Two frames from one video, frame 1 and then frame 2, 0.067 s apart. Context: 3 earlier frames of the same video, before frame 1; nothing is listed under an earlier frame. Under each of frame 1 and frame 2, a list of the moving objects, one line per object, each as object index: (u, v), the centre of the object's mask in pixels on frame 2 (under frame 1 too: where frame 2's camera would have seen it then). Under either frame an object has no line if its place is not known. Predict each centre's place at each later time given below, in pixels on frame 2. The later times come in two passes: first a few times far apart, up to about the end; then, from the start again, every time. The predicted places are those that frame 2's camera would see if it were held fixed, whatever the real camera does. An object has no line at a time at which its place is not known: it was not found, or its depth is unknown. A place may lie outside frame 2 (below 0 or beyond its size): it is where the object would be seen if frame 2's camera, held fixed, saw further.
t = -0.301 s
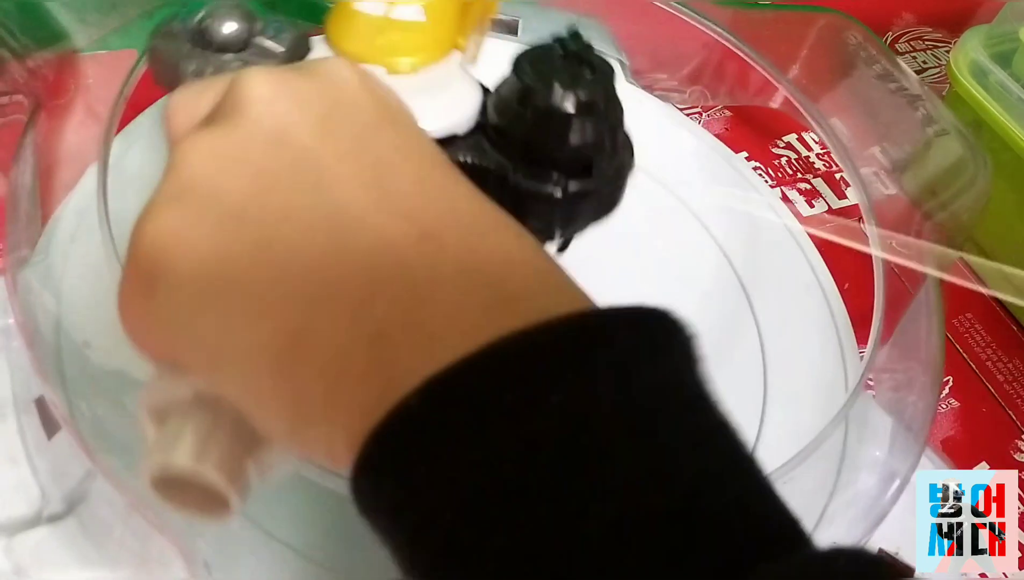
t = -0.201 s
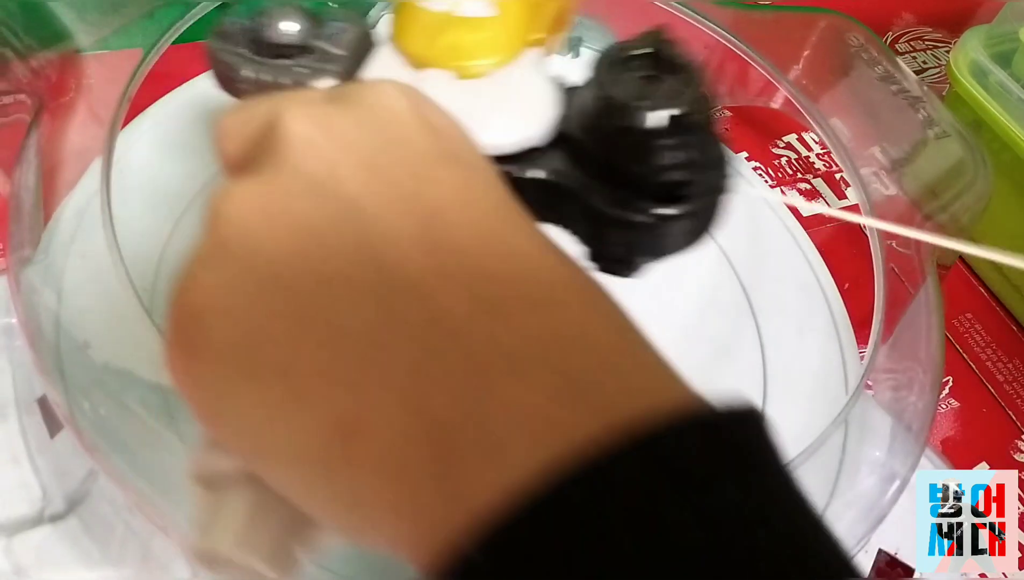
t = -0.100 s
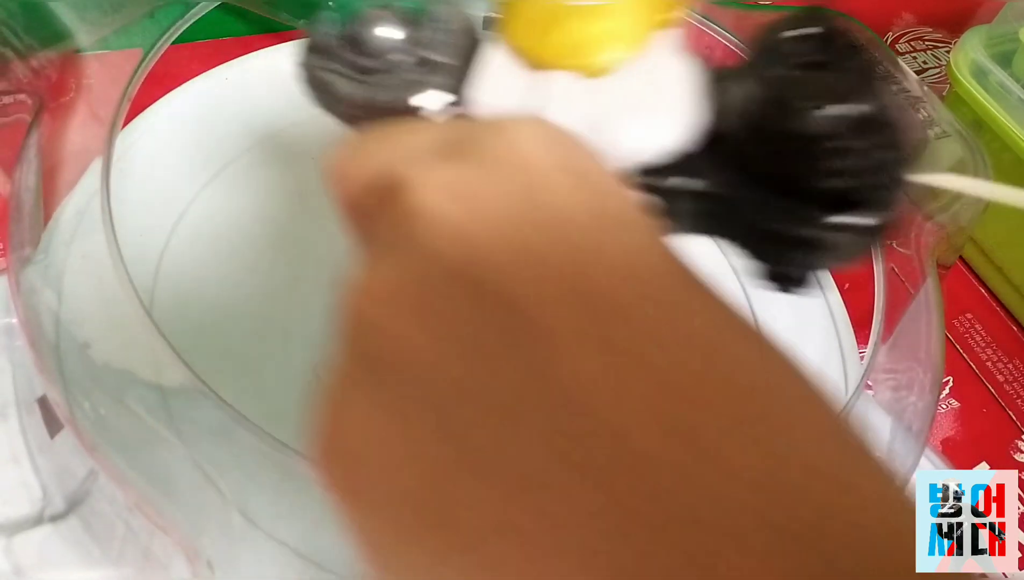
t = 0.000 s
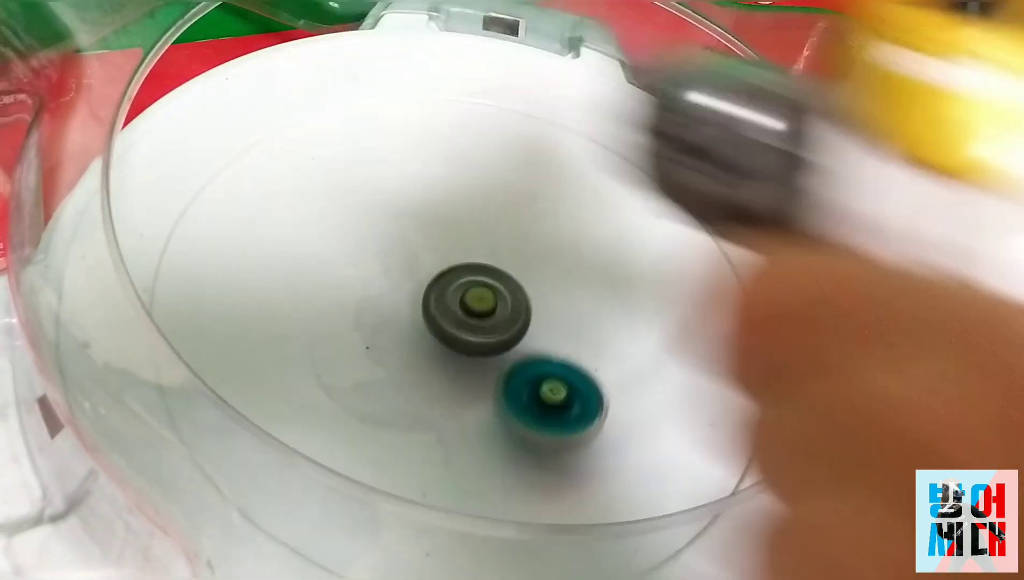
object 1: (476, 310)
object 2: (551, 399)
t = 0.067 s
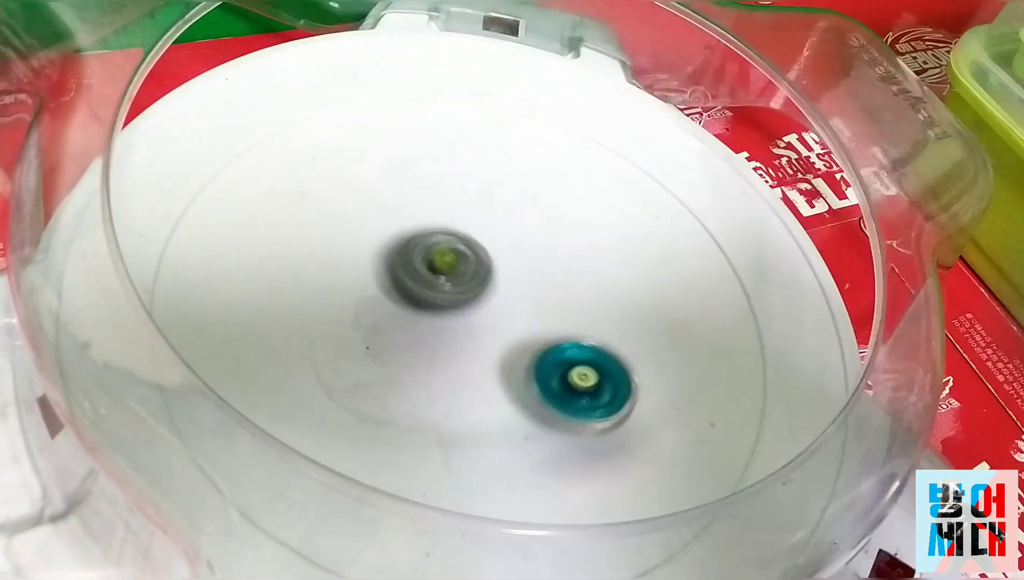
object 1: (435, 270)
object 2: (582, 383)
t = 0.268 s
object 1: (356, 236)
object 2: (461, 298)
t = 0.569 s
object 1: (217, 231)
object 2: (725, 411)
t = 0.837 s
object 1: (296, 321)
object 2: (411, 175)
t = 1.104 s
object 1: (452, 331)
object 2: (341, 534)
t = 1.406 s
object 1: (531, 261)
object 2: (687, 288)
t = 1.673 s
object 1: (342, 189)
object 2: (510, 106)
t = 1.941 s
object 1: (335, 468)
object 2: (257, 238)
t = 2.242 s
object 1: (554, 541)
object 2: (640, 396)
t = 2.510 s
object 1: (645, 456)
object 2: (589, 130)
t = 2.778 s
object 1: (604, 350)
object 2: (306, 241)
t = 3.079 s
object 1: (485, 269)
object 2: (636, 477)
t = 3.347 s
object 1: (385, 235)
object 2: (685, 220)
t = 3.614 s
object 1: (301, 278)
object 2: (373, 186)
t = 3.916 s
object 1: (351, 515)
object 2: (416, 339)
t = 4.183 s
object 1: (520, 540)
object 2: (504, 138)
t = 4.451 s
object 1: (583, 425)
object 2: (275, 206)
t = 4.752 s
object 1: (569, 289)
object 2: (606, 438)
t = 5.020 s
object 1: (507, 202)
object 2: (717, 224)
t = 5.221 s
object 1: (278, 167)
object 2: (606, 141)
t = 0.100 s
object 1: (417, 250)
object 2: (587, 370)
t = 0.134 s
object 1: (403, 237)
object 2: (579, 351)
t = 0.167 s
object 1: (391, 231)
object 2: (560, 329)
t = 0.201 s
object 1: (379, 230)
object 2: (534, 311)
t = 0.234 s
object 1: (368, 232)
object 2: (500, 301)
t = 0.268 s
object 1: (356, 236)
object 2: (461, 298)
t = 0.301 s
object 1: (332, 227)
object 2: (438, 318)
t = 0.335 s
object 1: (301, 209)
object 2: (438, 361)
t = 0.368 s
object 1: (276, 197)
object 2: (455, 406)
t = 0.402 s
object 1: (259, 194)
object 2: (490, 446)
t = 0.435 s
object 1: (246, 196)
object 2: (542, 474)
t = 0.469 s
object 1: (235, 202)
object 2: (600, 482)
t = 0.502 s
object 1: (226, 210)
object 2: (657, 473)
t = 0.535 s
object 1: (220, 220)
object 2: (700, 449)
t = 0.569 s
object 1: (217, 231)
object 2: (725, 411)
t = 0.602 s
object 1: (217, 243)
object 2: (730, 366)
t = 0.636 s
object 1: (220, 256)
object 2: (714, 320)
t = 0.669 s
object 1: (225, 269)
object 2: (684, 275)
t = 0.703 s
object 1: (234, 282)
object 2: (641, 235)
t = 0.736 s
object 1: (246, 294)
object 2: (590, 204)
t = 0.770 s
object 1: (260, 305)
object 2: (533, 182)
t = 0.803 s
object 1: (276, 314)
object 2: (473, 172)
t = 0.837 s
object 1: (296, 321)
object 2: (411, 175)
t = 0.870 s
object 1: (316, 328)
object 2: (349, 191)
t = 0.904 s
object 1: (336, 332)
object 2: (292, 219)
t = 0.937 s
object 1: (357, 337)
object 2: (245, 260)
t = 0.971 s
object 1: (378, 339)
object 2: (217, 313)
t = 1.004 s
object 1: (399, 339)
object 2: (210, 365)
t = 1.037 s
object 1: (417, 337)
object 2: (221, 429)
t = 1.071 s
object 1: (435, 334)
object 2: (261, 492)
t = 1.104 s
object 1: (452, 331)
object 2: (341, 534)
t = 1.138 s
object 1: (464, 326)
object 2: (437, 554)
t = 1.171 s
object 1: (479, 321)
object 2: (529, 560)
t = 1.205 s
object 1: (492, 315)
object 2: (602, 544)
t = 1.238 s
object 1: (505, 309)
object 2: (658, 515)
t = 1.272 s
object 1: (518, 302)
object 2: (686, 471)
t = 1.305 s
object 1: (529, 295)
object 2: (704, 429)
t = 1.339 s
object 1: (540, 288)
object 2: (701, 378)
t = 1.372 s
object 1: (550, 281)
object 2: (683, 326)
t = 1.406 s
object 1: (531, 261)
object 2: (687, 288)
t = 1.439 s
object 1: (486, 231)
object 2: (712, 262)
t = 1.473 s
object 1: (447, 206)
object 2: (720, 236)
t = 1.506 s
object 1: (416, 185)
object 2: (713, 209)
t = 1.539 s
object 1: (390, 173)
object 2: (690, 180)
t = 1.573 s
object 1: (370, 168)
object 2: (656, 152)
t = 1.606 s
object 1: (356, 171)
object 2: (612, 128)
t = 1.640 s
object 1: (348, 179)
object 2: (563, 113)
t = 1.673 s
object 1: (342, 189)
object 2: (510, 106)
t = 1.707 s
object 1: (338, 201)
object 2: (454, 109)
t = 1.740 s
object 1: (335, 214)
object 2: (399, 122)
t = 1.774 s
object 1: (325, 244)
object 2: (360, 135)
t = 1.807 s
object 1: (307, 301)
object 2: (339, 128)
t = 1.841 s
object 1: (300, 353)
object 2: (315, 136)
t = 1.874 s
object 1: (305, 395)
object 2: (290, 158)
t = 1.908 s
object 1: (317, 434)
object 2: (267, 196)
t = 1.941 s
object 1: (335, 468)
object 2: (257, 238)
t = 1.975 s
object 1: (358, 482)
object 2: (263, 287)
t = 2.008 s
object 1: (383, 510)
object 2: (285, 336)
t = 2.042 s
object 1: (409, 521)
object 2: (328, 378)
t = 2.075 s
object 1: (433, 526)
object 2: (378, 410)
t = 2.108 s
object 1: (463, 533)
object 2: (435, 430)
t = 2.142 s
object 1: (488, 536)
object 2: (494, 437)
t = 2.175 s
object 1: (512, 540)
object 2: (551, 436)
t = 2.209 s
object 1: (534, 541)
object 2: (600, 420)
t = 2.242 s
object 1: (554, 541)
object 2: (640, 396)
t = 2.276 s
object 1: (575, 524)
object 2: (672, 367)
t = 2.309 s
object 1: (591, 524)
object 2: (691, 331)
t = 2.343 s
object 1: (607, 518)
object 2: (700, 294)
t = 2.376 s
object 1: (619, 506)
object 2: (698, 256)
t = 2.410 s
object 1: (624, 485)
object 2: (685, 221)
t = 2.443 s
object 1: (633, 478)
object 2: (662, 186)
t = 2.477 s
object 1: (641, 469)
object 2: (629, 154)
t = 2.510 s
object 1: (645, 456)
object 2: (589, 130)
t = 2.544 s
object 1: (646, 442)
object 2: (547, 114)
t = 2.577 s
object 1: (645, 428)
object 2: (504, 106)
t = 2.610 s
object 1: (643, 414)
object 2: (458, 108)
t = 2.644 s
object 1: (638, 400)
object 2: (415, 118)
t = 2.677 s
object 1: (631, 387)
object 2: (377, 137)
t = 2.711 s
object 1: (623, 374)
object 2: (344, 165)
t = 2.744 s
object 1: (614, 362)
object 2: (320, 202)
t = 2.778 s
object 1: (604, 350)
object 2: (306, 241)
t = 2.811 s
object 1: (592, 338)
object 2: (303, 285)
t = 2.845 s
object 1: (581, 328)
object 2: (315, 332)
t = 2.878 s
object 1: (560, 317)
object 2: (340, 377)
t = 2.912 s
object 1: (547, 308)
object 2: (374, 416)
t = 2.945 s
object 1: (535, 299)
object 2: (419, 448)
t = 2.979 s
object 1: (523, 291)
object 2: (472, 470)
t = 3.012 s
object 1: (510, 283)
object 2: (527, 481)
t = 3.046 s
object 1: (498, 276)
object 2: (582, 484)
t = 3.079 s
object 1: (485, 269)
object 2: (636, 477)
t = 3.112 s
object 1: (472, 262)
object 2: (681, 461)
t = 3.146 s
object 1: (459, 256)
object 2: (717, 434)
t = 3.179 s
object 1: (445, 251)
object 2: (740, 399)
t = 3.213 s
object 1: (432, 247)
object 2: (750, 362)
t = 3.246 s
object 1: (420, 243)
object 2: (749, 324)
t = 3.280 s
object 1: (408, 239)
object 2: (737, 287)
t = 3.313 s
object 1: (396, 237)
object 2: (715, 251)
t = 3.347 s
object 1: (385, 235)
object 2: (685, 220)
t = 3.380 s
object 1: (374, 235)
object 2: (648, 195)
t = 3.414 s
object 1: (364, 235)
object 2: (607, 177)
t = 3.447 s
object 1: (354, 237)
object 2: (564, 165)
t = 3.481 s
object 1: (346, 239)
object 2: (518, 160)
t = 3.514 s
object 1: (339, 242)
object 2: (474, 161)
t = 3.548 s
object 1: (332, 246)
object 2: (429, 169)
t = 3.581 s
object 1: (324, 253)
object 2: (391, 183)
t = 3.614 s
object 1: (301, 278)
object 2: (373, 186)
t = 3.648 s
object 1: (289, 299)
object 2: (350, 200)
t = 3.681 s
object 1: (285, 318)
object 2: (327, 220)
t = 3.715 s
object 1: (283, 344)
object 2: (307, 242)
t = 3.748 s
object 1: (285, 379)
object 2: (299, 258)
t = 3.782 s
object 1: (295, 402)
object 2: (297, 279)
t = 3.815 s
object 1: (305, 424)
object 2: (305, 308)
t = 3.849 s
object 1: (319, 441)
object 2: (330, 338)
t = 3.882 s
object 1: (329, 488)
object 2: (371, 345)
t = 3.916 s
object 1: (351, 515)
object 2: (416, 339)
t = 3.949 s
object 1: (371, 530)
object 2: (455, 325)
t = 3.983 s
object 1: (389, 546)
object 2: (490, 305)
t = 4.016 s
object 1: (412, 550)
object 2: (514, 280)
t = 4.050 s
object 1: (438, 543)
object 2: (530, 252)
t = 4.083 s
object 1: (461, 544)
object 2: (536, 223)
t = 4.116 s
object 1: (481, 542)
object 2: (534, 193)
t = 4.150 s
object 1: (502, 539)
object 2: (522, 165)
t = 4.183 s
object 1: (520, 540)
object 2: (504, 138)
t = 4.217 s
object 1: (536, 523)
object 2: (478, 115)
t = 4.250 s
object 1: (549, 507)
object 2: (447, 97)
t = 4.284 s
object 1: (558, 486)
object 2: (410, 88)
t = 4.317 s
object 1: (568, 479)
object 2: (372, 89)
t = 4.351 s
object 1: (576, 467)
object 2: (334, 102)
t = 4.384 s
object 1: (580, 453)
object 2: (304, 127)
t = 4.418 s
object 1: (582, 439)
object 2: (283, 163)
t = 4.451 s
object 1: (583, 425)
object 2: (275, 206)
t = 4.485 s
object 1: (582, 412)
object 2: (284, 254)
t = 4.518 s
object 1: (579, 399)
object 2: (309, 302)
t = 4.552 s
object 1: (575, 387)
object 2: (344, 342)
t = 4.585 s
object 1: (570, 375)
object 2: (392, 377)
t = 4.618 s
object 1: (564, 363)
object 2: (443, 399)
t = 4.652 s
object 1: (562, 347)
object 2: (489, 417)
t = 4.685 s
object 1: (571, 325)
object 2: (524, 433)
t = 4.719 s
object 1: (573, 306)
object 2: (564, 440)
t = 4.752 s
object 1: (569, 289)
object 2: (606, 438)
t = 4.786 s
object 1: (564, 275)
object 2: (648, 428)
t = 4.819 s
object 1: (550, 262)
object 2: (686, 410)
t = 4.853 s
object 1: (543, 251)
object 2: (716, 385)
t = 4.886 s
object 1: (537, 240)
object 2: (737, 355)
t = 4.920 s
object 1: (530, 230)
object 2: (747, 323)
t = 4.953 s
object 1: (522, 220)
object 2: (748, 289)
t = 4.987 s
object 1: (514, 211)
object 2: (737, 255)
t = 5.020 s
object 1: (507, 202)
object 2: (717, 224)
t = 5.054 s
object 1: (498, 194)
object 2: (689, 198)
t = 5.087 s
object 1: (490, 187)
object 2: (654, 177)
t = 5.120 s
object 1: (482, 180)
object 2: (615, 161)
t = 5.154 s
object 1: (468, 174)
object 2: (577, 153)
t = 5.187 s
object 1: (398, 171)
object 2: (595, 145)
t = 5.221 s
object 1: (278, 167)
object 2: (606, 141)
